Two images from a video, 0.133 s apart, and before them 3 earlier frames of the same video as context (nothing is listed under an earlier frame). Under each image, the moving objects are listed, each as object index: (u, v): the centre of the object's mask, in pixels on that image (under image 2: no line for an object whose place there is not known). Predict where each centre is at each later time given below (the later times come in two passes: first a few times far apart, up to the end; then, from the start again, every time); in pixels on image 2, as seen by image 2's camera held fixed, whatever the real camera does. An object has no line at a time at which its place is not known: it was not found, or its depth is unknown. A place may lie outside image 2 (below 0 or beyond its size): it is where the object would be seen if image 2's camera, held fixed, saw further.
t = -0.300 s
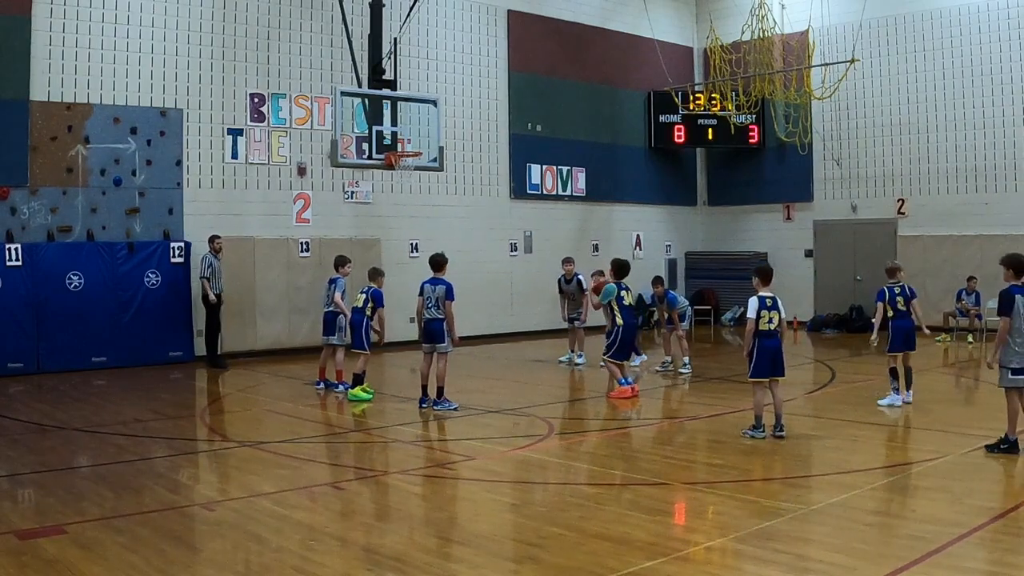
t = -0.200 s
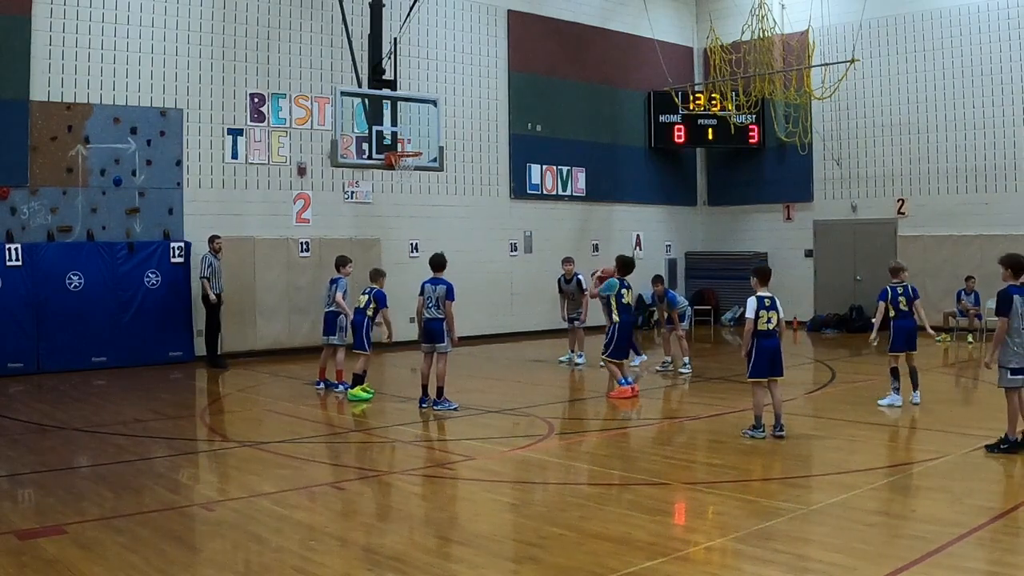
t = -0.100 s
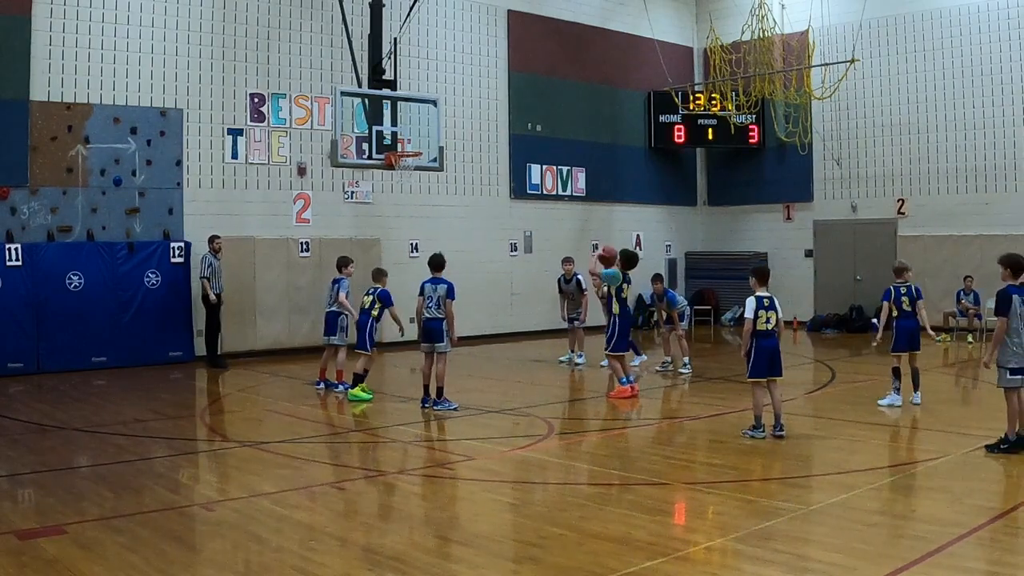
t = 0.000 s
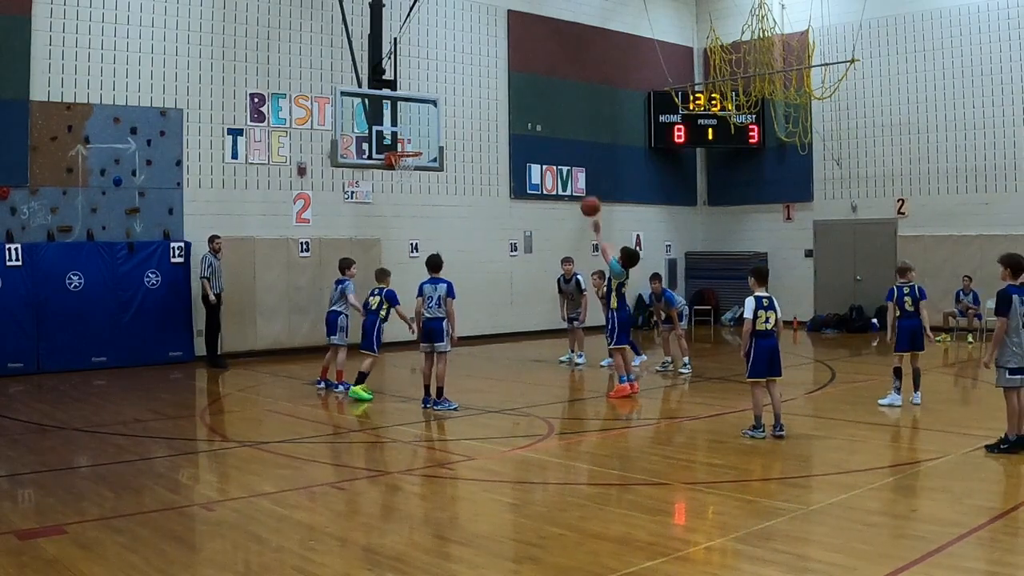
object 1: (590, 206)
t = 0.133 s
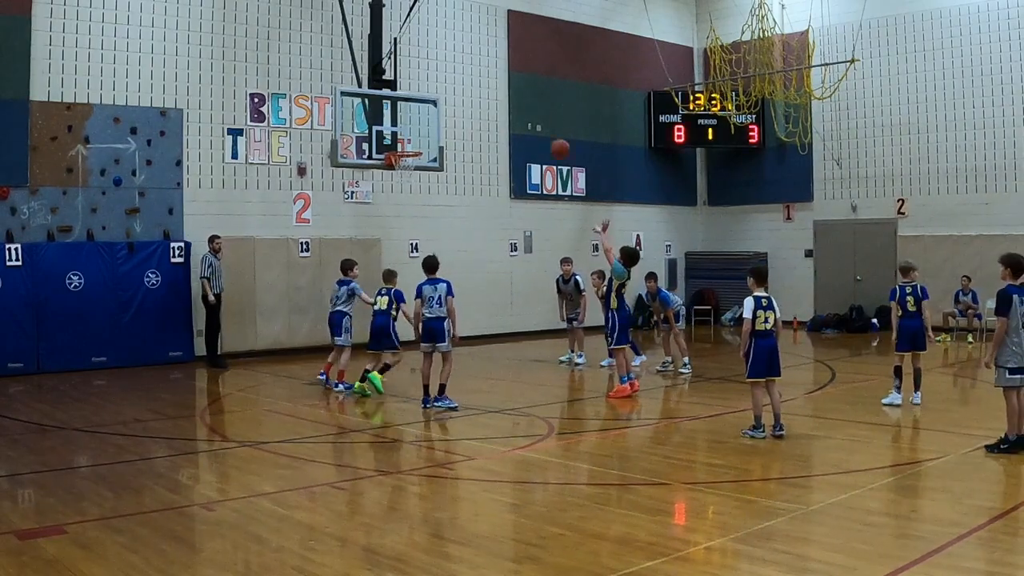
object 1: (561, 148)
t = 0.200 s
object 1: (547, 126)
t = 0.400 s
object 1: (507, 87)
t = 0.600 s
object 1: (473, 80)
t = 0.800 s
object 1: (441, 105)
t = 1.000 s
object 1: (414, 141)
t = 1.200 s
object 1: (403, 139)
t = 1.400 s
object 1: (407, 148)
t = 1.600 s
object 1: (417, 174)
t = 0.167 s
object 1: (554, 137)
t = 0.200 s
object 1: (547, 126)
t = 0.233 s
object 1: (540, 117)
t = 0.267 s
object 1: (533, 109)
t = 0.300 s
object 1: (527, 102)
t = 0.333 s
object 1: (521, 95)
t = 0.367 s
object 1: (514, 90)
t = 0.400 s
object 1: (507, 87)
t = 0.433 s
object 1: (501, 84)
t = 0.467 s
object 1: (494, 81)
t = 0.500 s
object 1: (489, 80)
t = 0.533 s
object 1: (483, 79)
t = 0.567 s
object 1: (478, 79)
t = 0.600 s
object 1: (473, 80)
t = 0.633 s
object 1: (474, 82)
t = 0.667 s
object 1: (466, 84)
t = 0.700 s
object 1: (456, 90)
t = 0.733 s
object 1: (456, 92)
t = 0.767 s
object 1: (456, 96)
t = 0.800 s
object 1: (441, 105)
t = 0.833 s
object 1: (440, 110)
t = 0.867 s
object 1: (430, 118)
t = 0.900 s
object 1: (427, 125)
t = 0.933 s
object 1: (422, 134)
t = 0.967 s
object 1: (416, 143)
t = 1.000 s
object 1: (414, 141)
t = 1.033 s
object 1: (412, 139)
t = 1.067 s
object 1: (410, 137)
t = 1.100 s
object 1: (407, 137)
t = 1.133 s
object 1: (405, 137)
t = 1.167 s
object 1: (403, 138)
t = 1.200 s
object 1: (403, 139)
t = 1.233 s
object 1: (399, 141)
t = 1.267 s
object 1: (399, 143)
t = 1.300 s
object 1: (400, 143)
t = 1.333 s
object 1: (402, 143)
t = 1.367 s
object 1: (405, 144)
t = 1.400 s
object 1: (407, 148)
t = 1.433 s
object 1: (410, 152)
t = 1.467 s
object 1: (410, 158)
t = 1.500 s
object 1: (416, 163)
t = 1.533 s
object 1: (415, 167)
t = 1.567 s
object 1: (416, 170)
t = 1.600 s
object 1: (417, 174)
